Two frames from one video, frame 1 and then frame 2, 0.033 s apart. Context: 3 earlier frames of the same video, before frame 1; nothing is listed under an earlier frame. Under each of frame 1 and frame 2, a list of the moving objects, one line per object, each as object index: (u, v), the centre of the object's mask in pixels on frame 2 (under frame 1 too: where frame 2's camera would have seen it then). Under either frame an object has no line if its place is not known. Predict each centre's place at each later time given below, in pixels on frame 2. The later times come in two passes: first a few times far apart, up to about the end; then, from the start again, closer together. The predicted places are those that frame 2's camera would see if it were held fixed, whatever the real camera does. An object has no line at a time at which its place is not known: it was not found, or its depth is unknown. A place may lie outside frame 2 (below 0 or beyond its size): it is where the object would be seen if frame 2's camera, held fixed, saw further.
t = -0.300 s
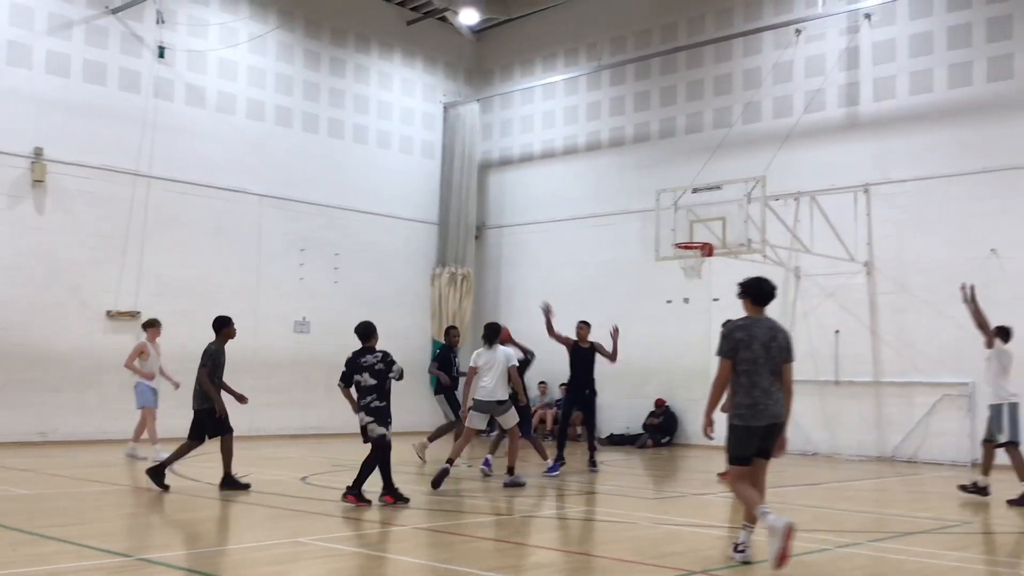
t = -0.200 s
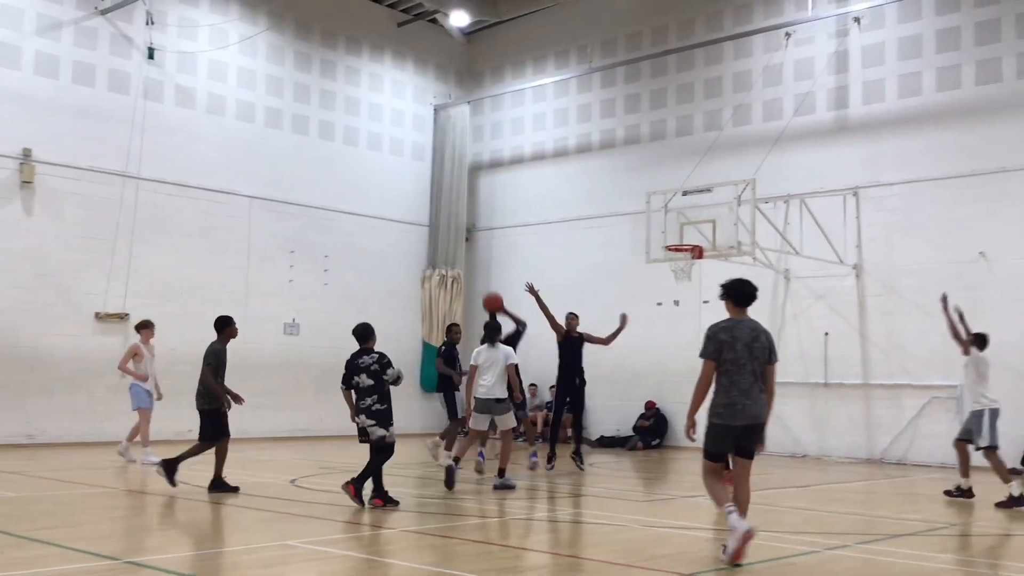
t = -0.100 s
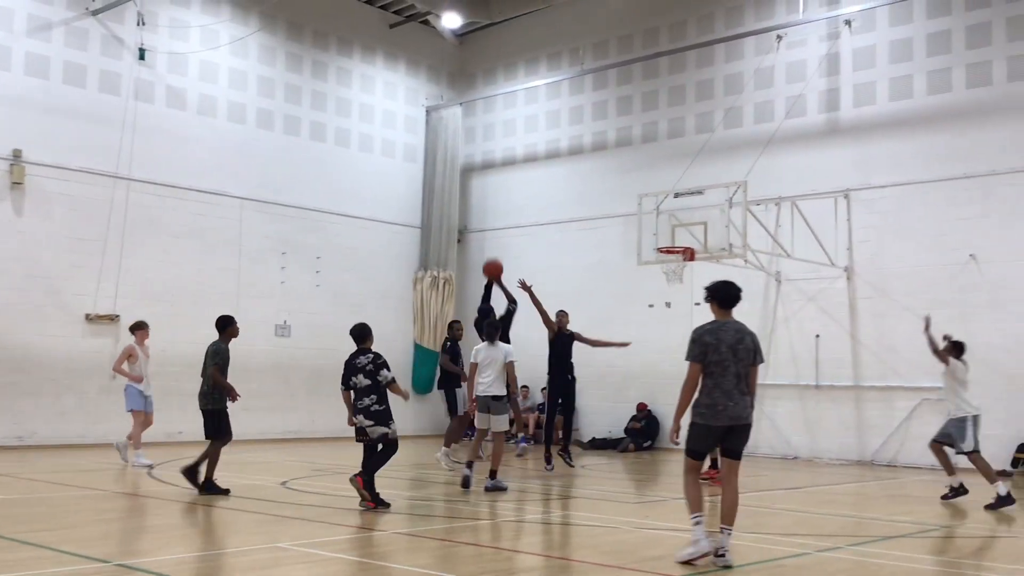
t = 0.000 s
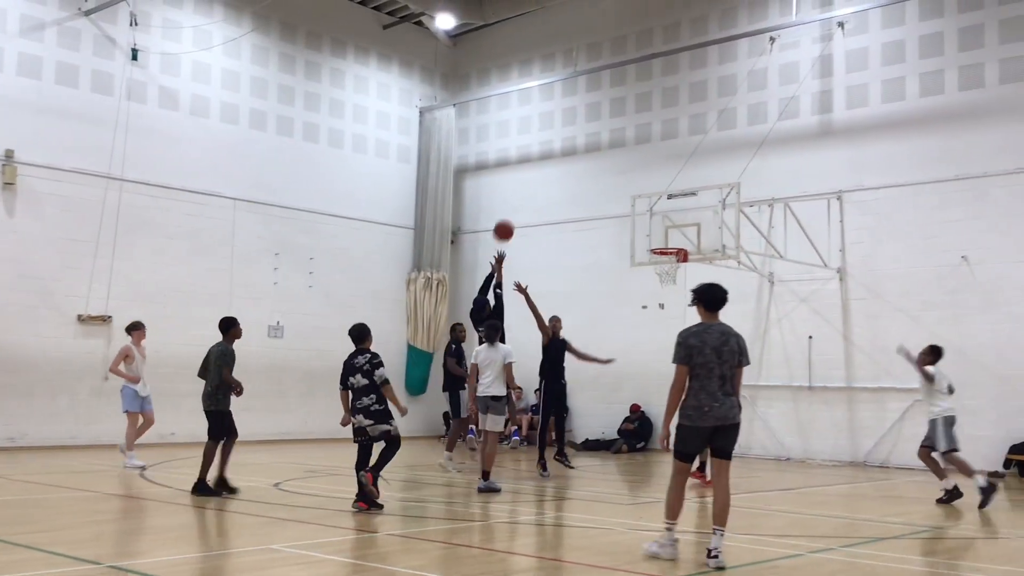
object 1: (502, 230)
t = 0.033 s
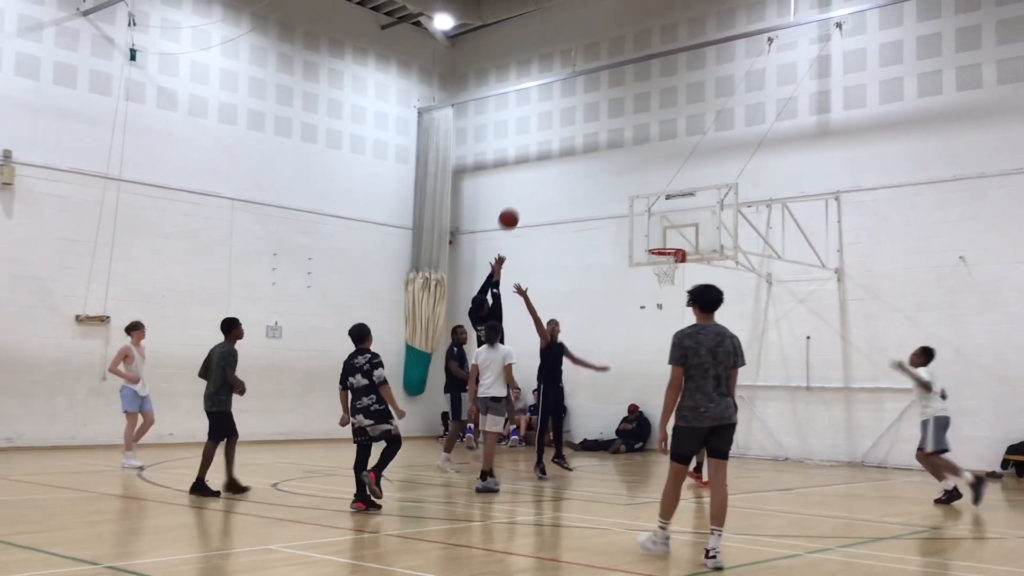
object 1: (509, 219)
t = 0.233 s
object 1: (547, 168)
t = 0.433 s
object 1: (582, 152)
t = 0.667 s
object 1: (617, 170)
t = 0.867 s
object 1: (645, 215)
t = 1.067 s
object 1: (668, 272)
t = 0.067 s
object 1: (515, 208)
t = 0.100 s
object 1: (522, 198)
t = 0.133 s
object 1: (528, 189)
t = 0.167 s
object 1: (535, 181)
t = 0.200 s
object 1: (541, 174)
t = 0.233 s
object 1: (547, 168)
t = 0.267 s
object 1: (553, 163)
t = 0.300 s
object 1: (559, 159)
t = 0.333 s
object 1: (565, 156)
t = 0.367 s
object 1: (571, 154)
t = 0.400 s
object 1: (576, 152)
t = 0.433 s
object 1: (582, 152)
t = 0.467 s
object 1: (587, 152)
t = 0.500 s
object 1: (592, 153)
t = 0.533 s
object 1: (598, 155)
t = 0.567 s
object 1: (603, 158)
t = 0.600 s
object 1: (607, 161)
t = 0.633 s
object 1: (612, 165)
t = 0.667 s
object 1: (617, 170)
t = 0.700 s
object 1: (622, 176)
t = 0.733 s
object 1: (627, 182)
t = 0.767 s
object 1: (631, 189)
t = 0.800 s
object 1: (636, 197)
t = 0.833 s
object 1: (641, 205)
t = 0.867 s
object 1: (645, 215)
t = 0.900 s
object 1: (649, 225)
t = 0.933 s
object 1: (653, 235)
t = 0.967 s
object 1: (658, 247)
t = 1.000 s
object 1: (661, 258)
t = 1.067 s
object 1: (668, 272)
